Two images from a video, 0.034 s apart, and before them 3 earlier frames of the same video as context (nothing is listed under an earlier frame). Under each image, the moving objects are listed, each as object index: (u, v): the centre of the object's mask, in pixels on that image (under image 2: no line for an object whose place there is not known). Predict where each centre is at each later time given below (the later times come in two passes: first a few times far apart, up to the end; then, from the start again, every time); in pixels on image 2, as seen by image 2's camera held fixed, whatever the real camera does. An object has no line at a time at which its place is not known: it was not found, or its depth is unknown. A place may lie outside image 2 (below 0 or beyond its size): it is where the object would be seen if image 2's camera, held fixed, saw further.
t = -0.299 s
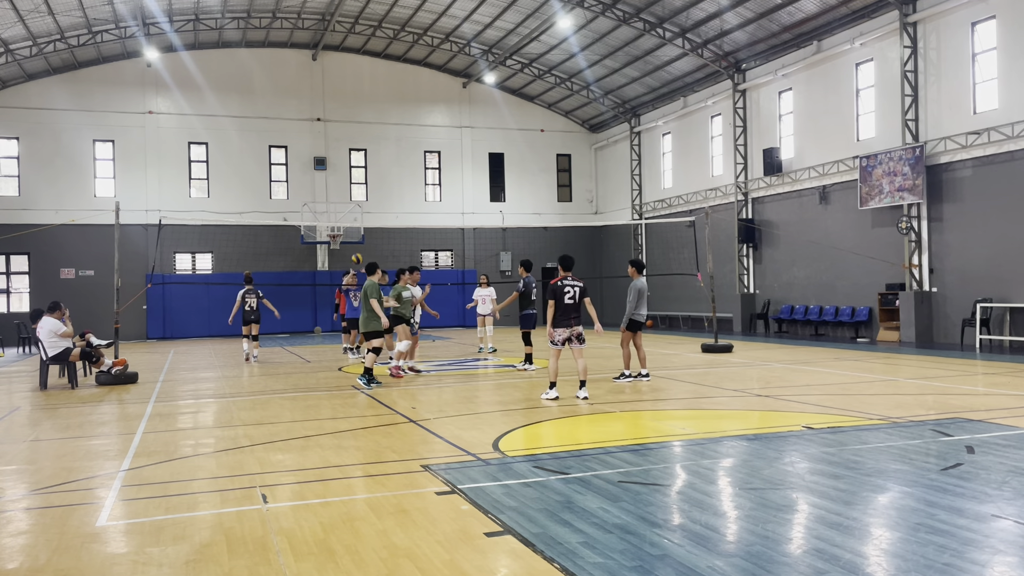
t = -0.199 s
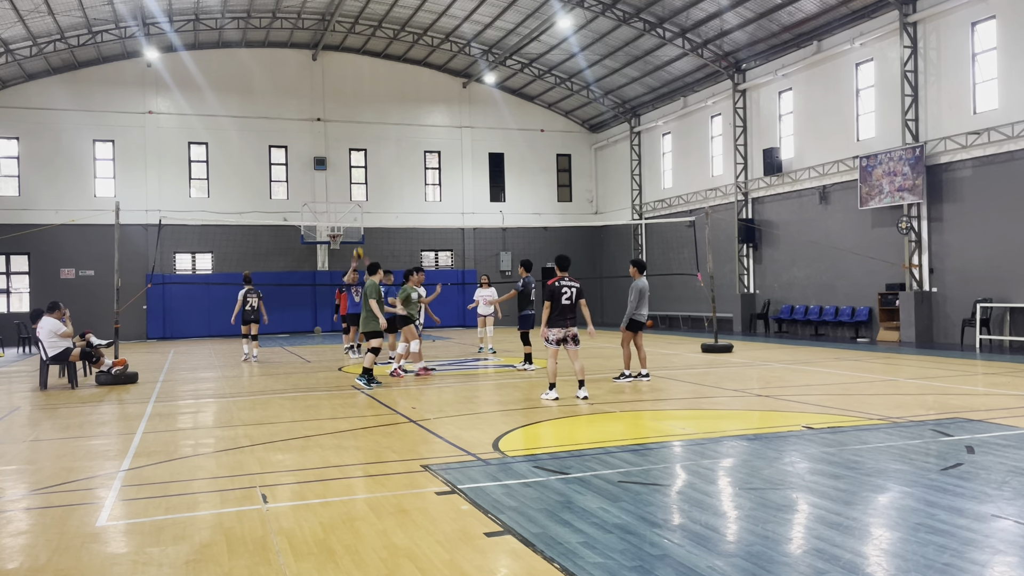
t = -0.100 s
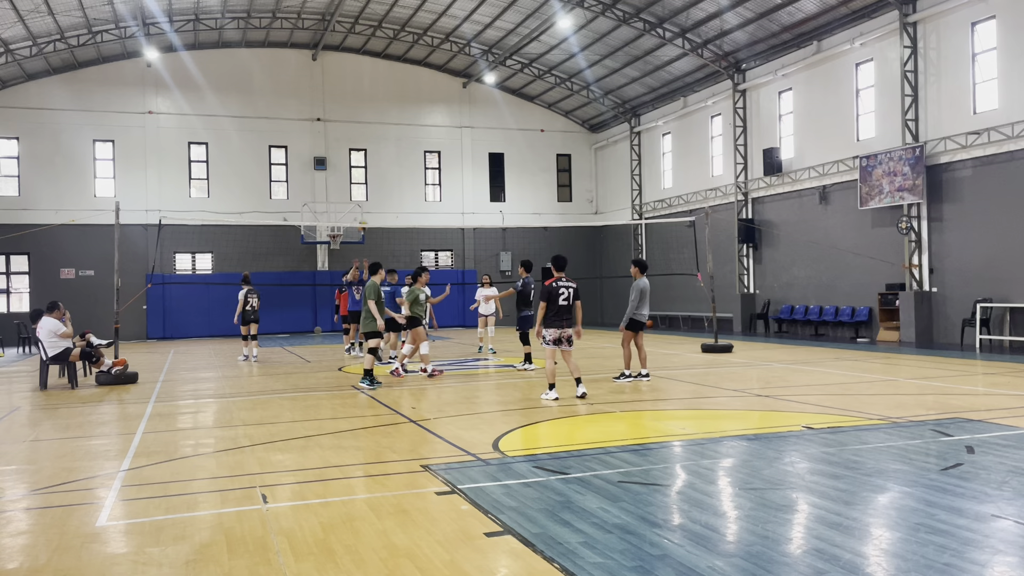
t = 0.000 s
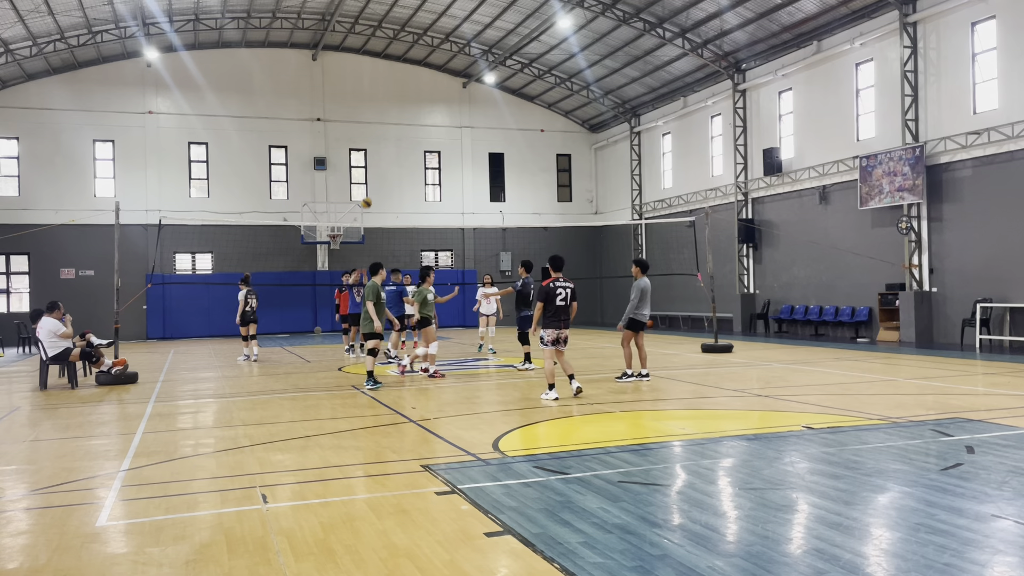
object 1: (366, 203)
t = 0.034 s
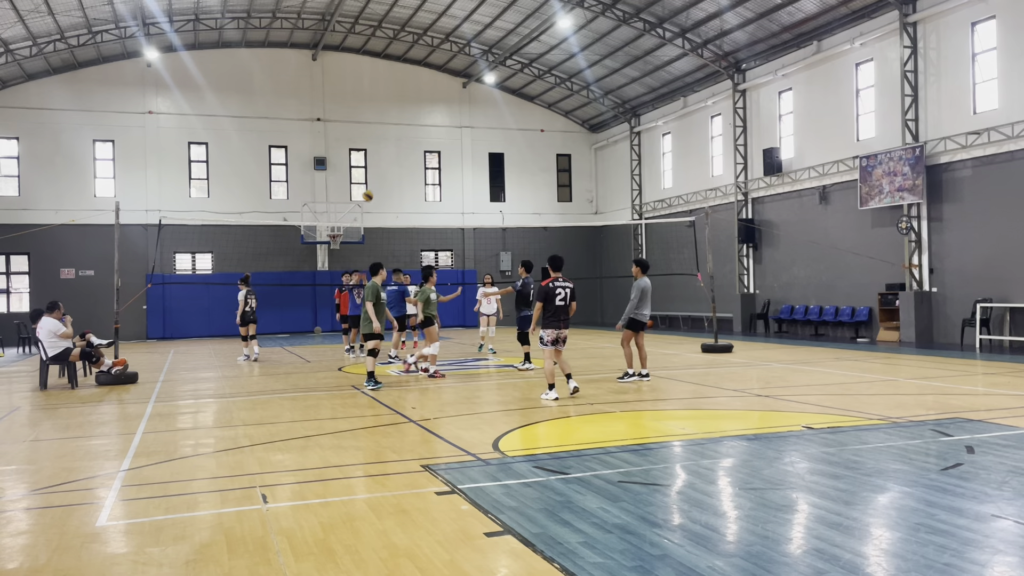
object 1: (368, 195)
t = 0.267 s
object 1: (376, 163)
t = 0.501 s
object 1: (387, 161)
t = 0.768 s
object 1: (401, 199)
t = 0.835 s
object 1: (405, 217)
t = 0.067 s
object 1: (369, 189)
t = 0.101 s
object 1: (370, 184)
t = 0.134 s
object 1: (371, 178)
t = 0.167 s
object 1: (372, 174)
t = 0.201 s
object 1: (374, 170)
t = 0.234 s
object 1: (375, 166)
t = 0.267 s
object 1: (376, 163)
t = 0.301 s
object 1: (378, 161)
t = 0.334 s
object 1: (379, 160)
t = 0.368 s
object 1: (381, 159)
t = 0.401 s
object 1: (382, 158)
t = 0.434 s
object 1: (384, 159)
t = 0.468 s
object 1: (385, 160)
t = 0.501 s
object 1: (387, 161)
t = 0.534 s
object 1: (389, 163)
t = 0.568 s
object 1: (390, 166)
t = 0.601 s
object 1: (392, 170)
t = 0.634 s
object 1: (394, 174)
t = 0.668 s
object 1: (395, 180)
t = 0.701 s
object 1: (397, 185)
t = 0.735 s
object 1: (399, 192)
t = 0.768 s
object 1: (401, 199)
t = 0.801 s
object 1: (403, 208)
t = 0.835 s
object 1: (405, 217)
